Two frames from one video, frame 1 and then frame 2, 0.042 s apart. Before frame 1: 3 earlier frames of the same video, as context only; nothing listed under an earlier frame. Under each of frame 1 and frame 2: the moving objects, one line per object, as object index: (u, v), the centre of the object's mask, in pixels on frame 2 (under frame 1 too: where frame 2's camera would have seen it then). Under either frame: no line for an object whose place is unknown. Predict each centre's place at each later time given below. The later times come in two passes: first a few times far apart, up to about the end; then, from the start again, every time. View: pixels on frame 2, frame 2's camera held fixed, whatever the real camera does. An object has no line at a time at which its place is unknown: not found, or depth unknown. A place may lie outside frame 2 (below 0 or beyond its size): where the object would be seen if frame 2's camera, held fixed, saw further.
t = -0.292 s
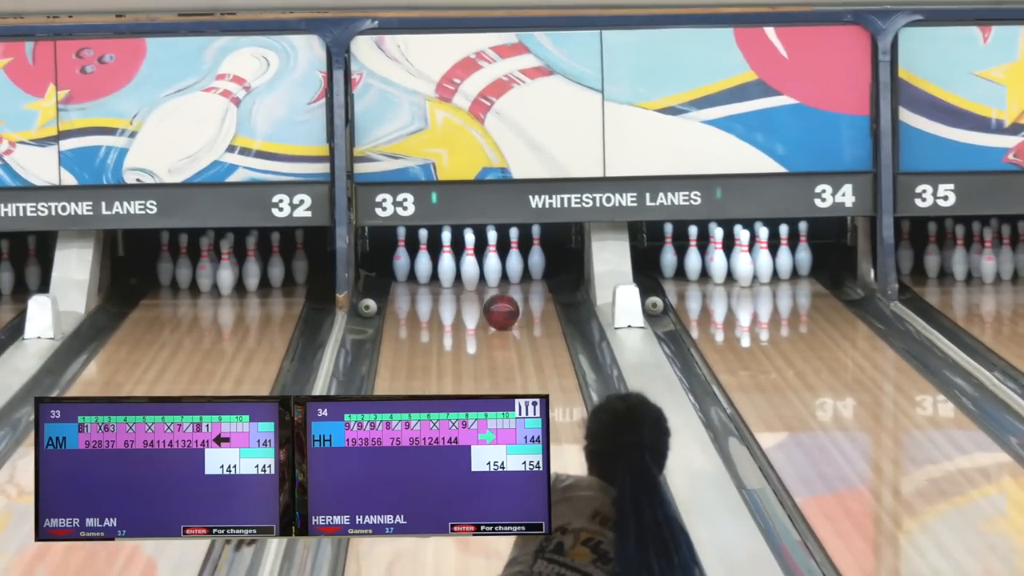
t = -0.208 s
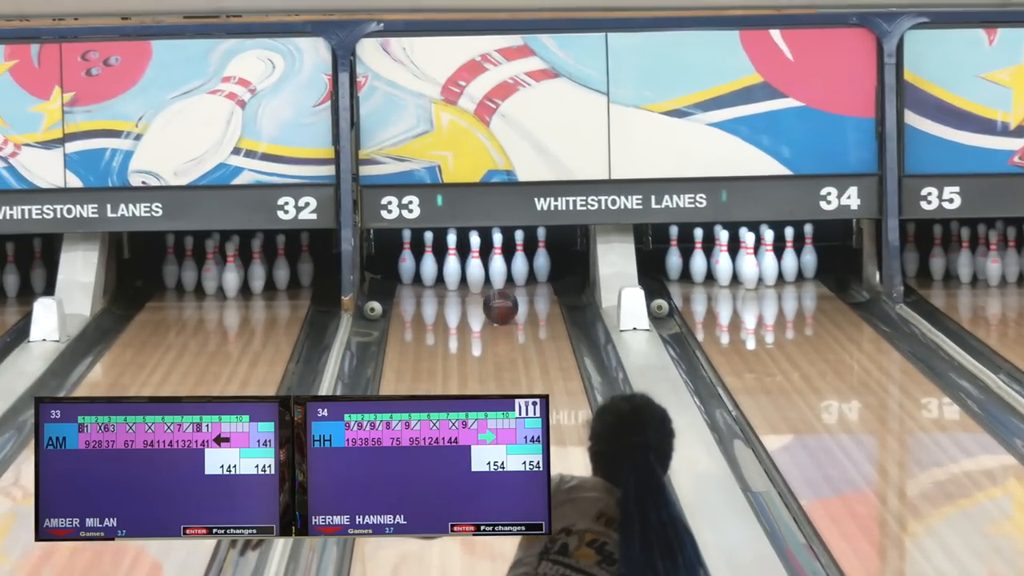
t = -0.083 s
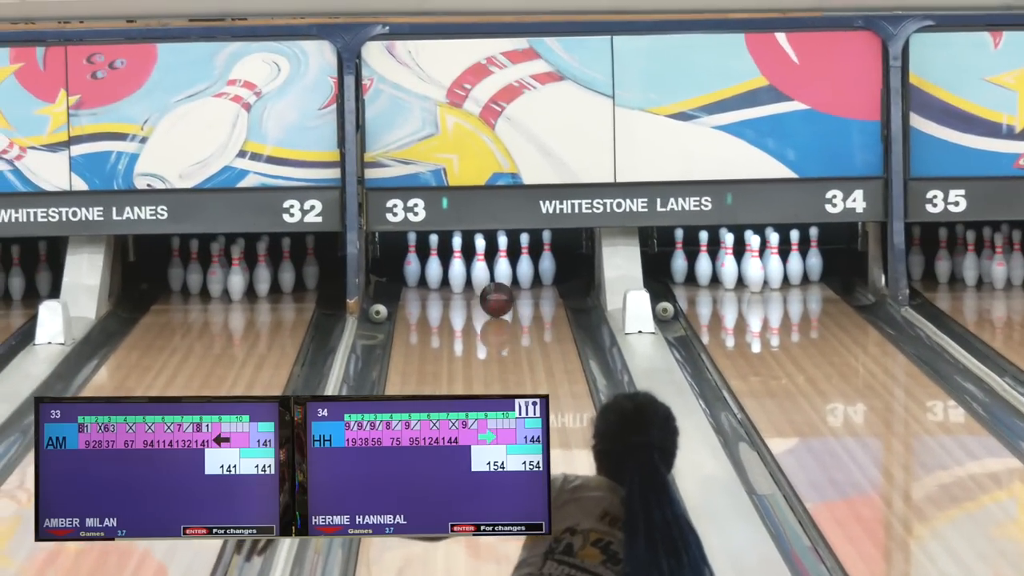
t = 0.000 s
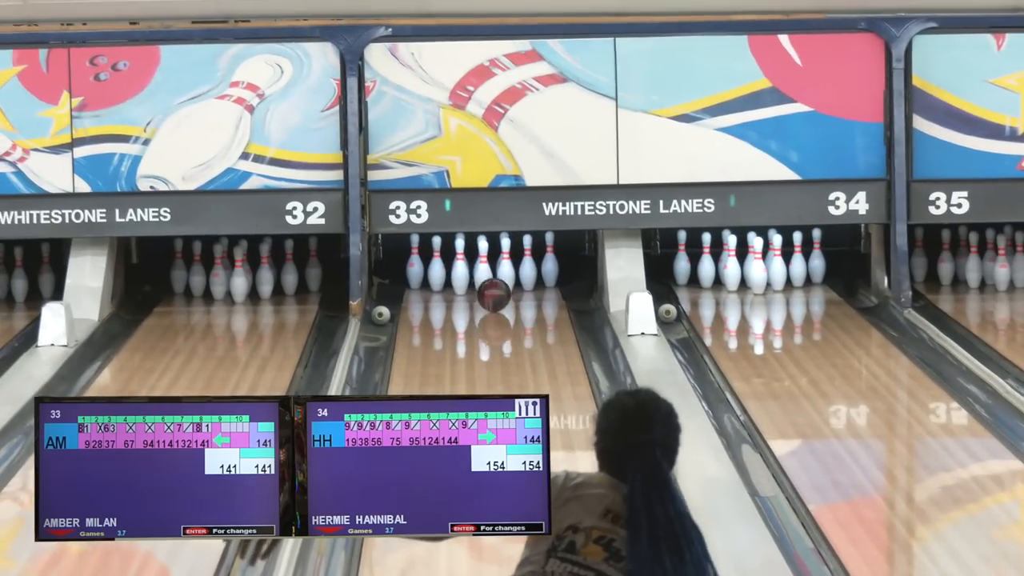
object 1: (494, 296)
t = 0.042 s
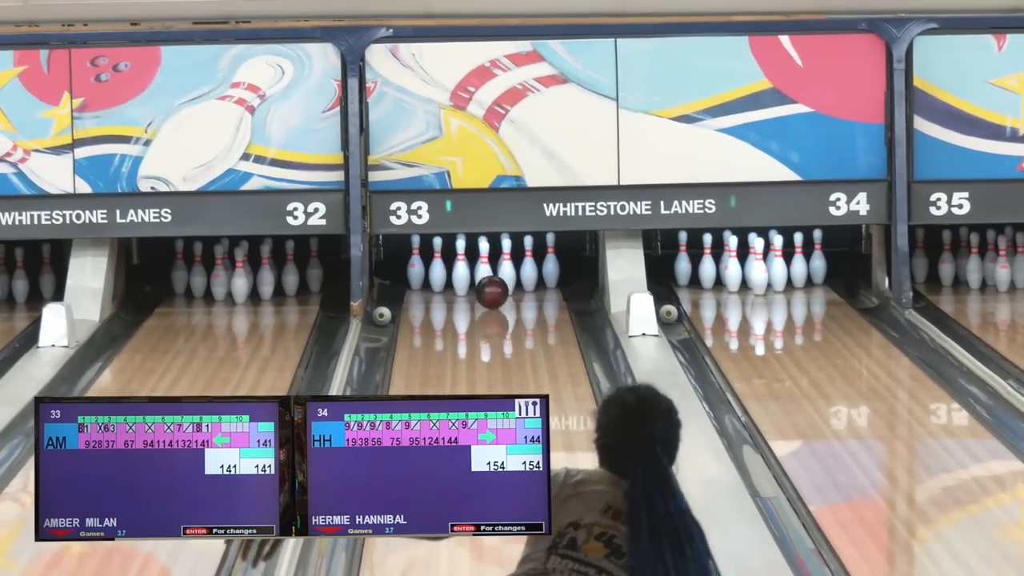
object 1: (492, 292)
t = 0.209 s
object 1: (482, 282)
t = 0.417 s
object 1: (483, 276)
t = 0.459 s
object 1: (481, 275)
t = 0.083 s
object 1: (489, 289)
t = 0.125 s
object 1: (487, 285)
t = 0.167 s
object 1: (484, 283)
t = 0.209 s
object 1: (482, 282)
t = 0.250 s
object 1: (482, 281)
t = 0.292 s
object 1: (483, 278)
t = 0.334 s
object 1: (483, 278)
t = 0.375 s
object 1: (484, 277)
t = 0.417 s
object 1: (483, 276)
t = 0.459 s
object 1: (481, 275)
